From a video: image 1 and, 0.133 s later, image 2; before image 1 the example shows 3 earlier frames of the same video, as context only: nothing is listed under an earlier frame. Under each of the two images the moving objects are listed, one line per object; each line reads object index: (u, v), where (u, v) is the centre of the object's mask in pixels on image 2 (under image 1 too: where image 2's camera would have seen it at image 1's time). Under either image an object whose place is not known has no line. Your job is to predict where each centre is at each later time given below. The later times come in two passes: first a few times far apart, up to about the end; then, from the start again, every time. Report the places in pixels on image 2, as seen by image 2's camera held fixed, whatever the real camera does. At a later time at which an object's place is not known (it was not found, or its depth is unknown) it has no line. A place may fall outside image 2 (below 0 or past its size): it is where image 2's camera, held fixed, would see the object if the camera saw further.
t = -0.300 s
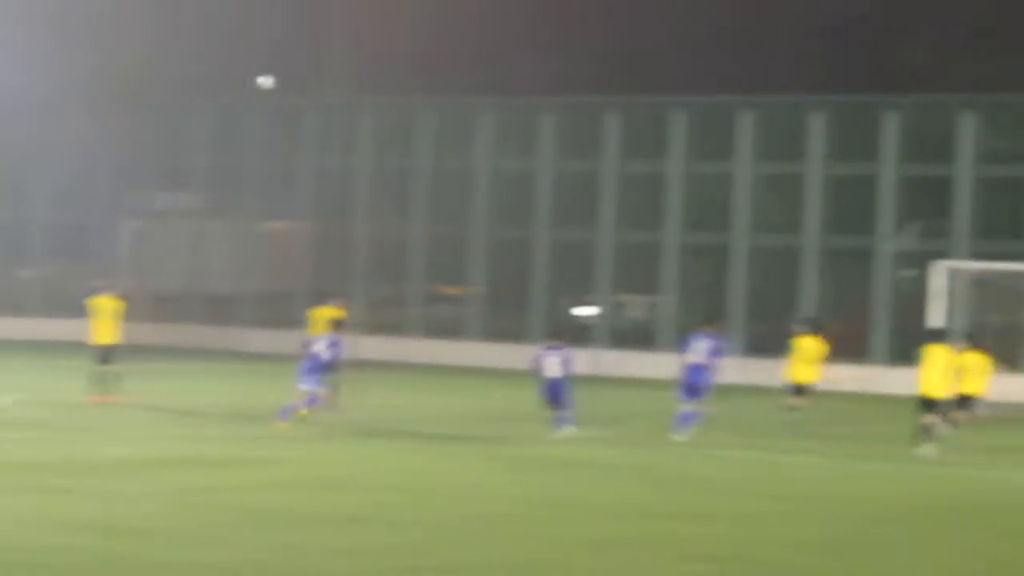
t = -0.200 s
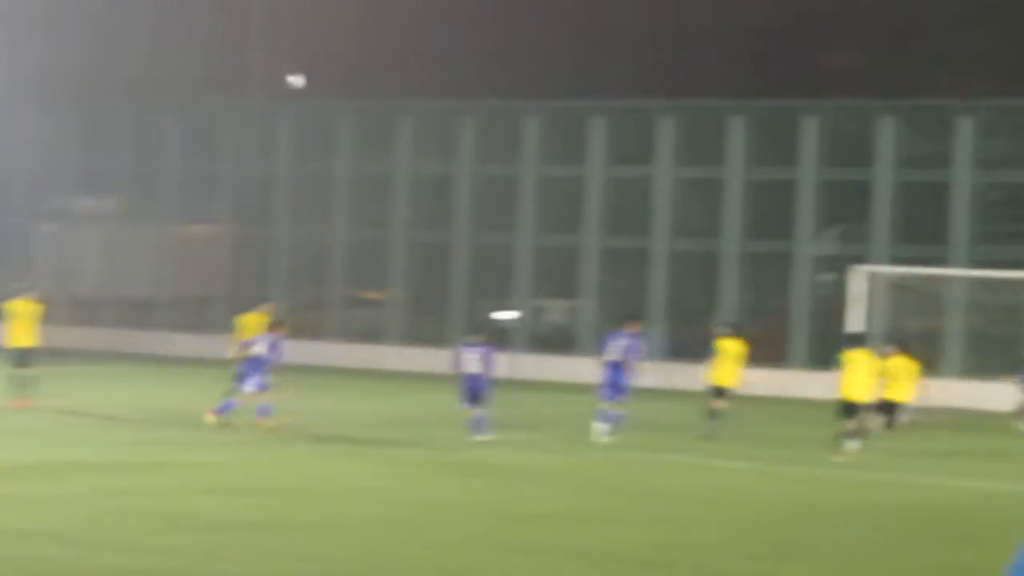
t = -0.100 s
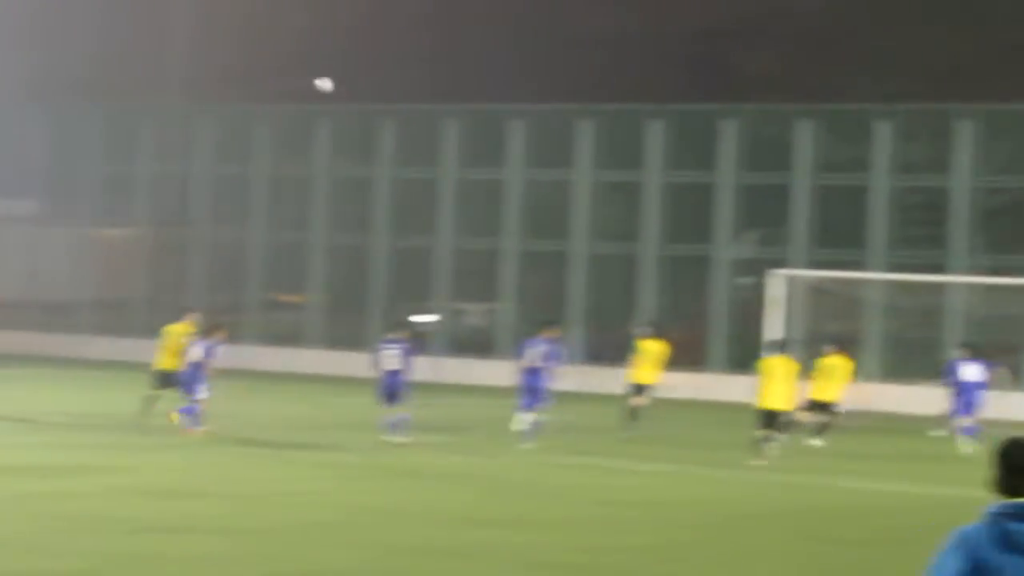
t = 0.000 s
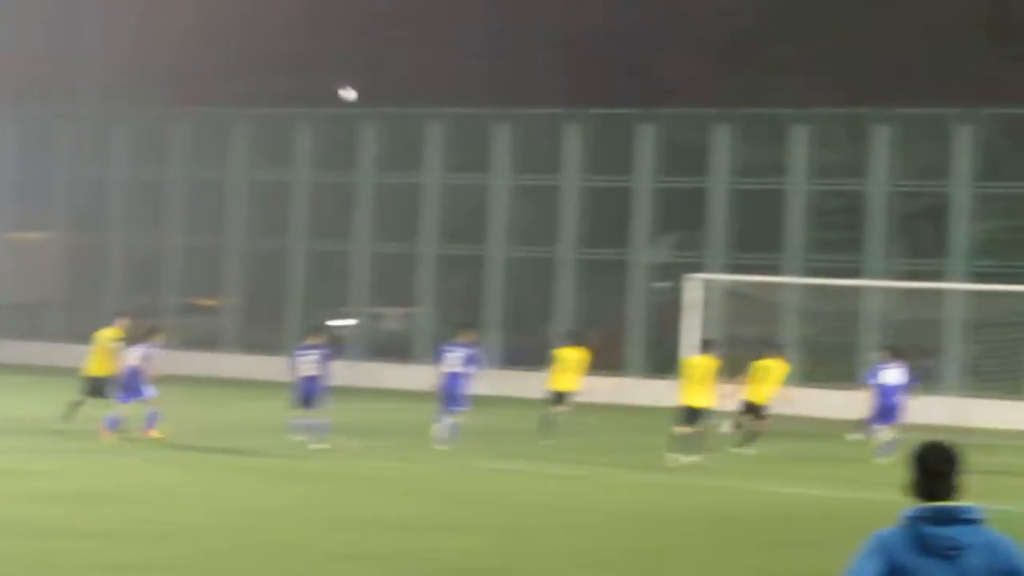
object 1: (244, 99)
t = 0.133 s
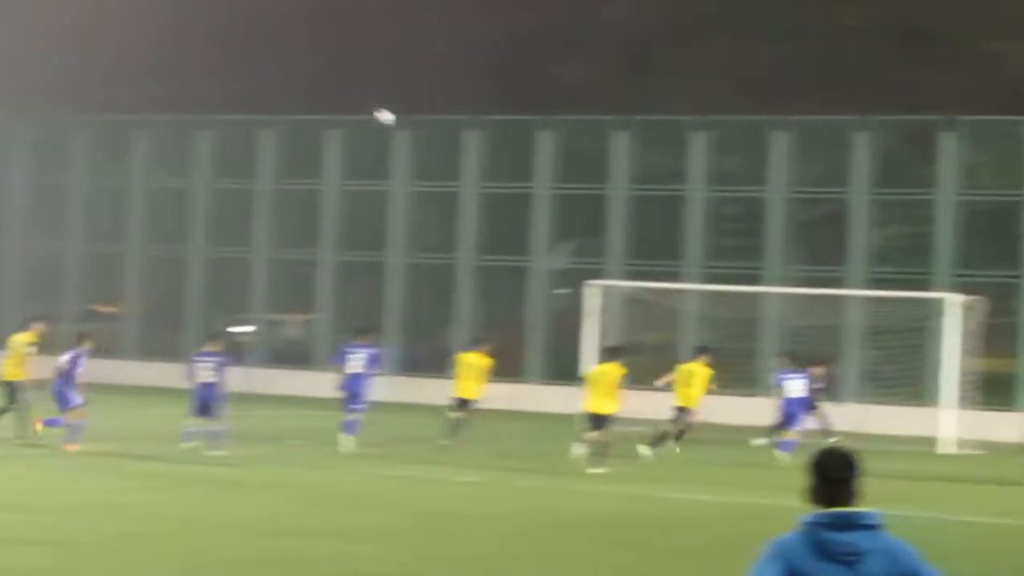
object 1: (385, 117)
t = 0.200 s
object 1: (452, 129)
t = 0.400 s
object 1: (644, 176)
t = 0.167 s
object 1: (418, 123)
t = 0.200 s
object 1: (452, 129)
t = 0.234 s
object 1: (485, 136)
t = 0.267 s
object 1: (517, 143)
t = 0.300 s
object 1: (549, 150)
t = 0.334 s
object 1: (581, 158)
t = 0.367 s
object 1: (612, 167)
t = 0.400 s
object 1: (644, 176)
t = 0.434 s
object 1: (674, 185)
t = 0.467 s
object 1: (707, 196)
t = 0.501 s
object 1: (738, 207)
